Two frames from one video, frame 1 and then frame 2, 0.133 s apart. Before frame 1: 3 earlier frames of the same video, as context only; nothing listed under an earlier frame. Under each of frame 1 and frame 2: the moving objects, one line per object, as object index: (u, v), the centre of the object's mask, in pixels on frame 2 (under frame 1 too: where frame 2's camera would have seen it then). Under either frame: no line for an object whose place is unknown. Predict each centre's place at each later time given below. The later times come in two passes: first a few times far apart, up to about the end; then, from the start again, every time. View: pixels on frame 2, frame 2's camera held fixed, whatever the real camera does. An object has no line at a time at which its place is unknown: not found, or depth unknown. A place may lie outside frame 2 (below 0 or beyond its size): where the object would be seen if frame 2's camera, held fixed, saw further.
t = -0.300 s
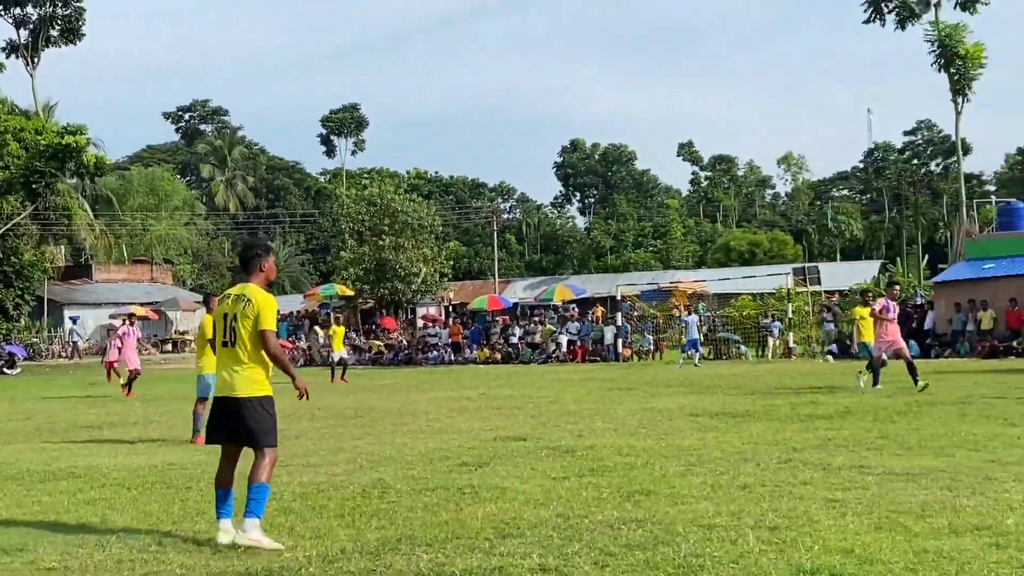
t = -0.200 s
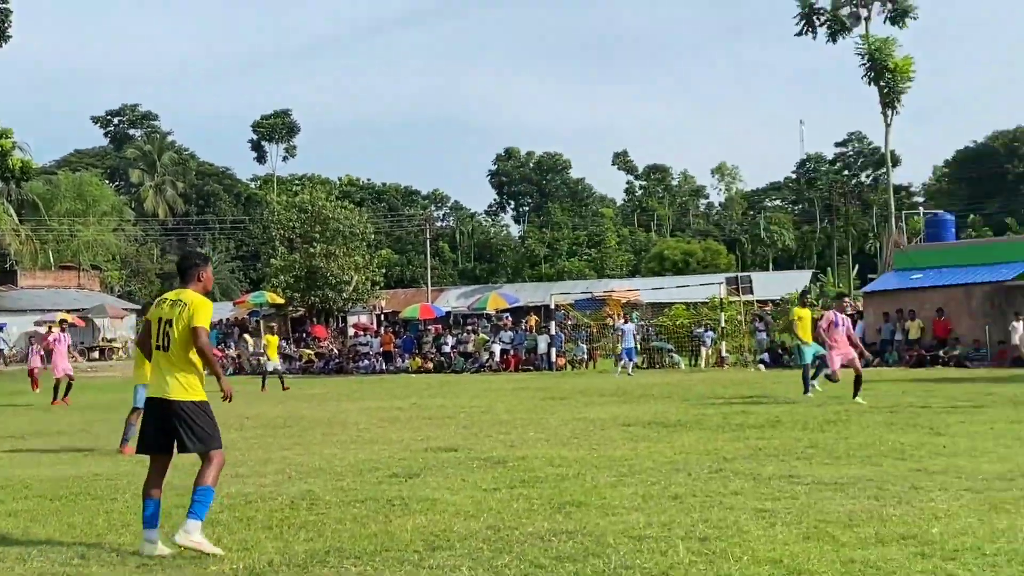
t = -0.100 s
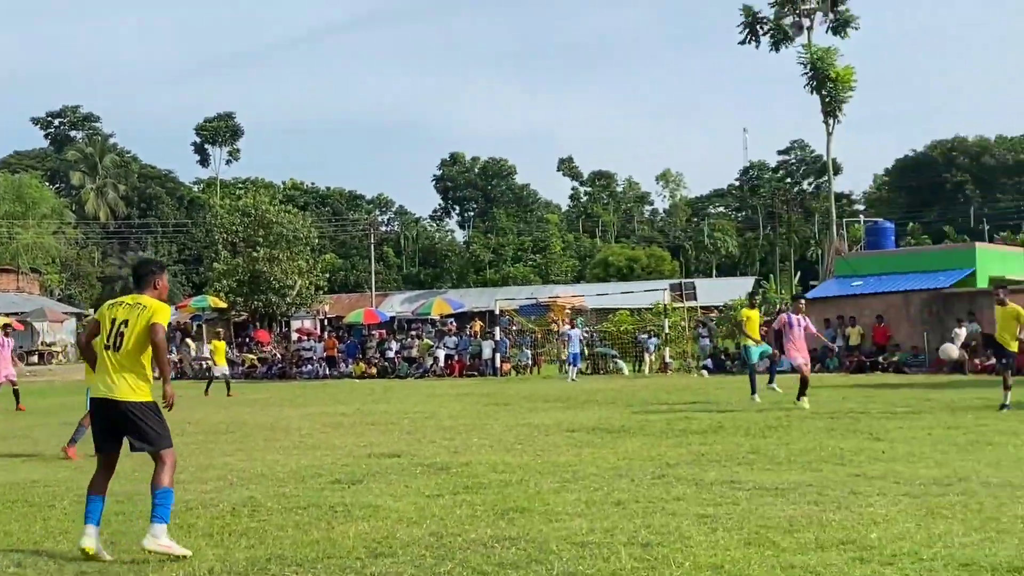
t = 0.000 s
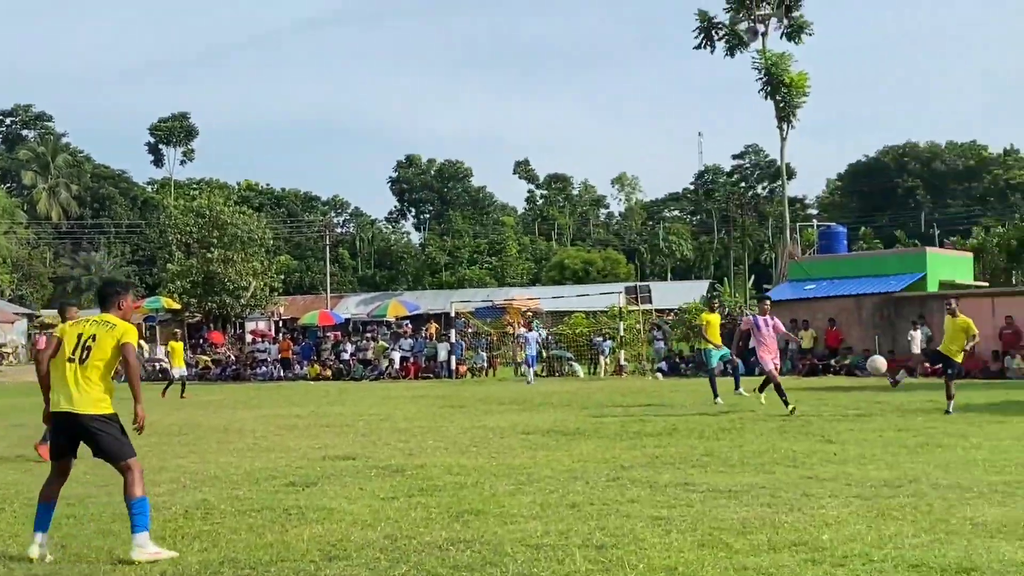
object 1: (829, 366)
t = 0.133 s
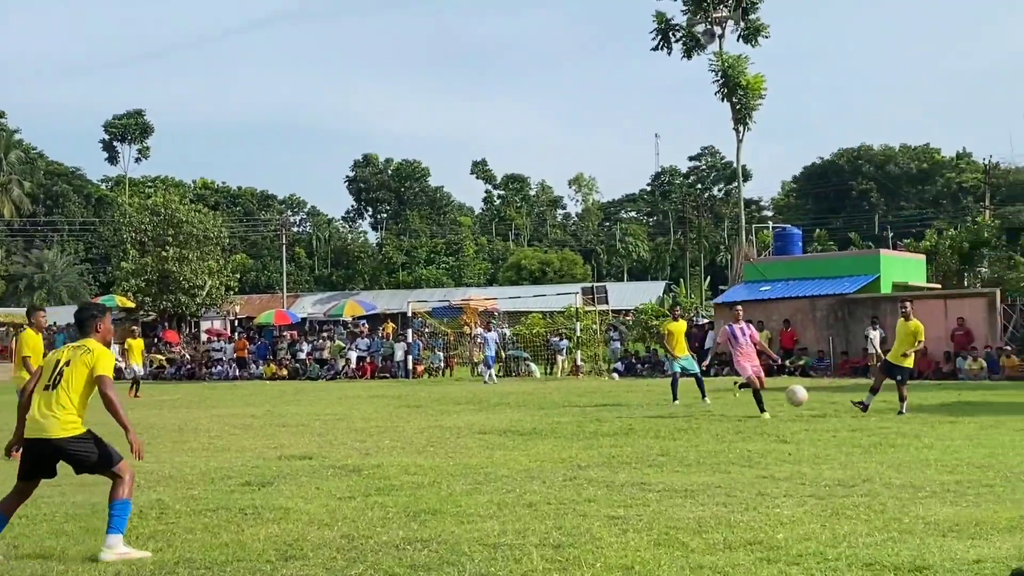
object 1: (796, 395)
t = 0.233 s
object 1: (766, 435)
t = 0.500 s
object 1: (687, 428)
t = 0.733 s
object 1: (597, 492)
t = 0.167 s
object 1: (787, 407)
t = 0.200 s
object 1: (777, 420)
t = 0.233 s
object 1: (766, 435)
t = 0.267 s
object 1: (755, 442)
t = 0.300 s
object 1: (747, 437)
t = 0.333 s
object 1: (737, 431)
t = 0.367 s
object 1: (728, 428)
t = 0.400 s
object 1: (718, 426)
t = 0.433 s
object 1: (708, 425)
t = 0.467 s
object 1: (698, 425)
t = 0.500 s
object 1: (687, 428)
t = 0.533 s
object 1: (675, 432)
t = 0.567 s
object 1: (664, 437)
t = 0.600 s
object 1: (651, 445)
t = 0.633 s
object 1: (639, 455)
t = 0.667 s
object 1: (625, 466)
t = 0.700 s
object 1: (611, 481)
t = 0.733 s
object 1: (597, 492)
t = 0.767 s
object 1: (583, 484)
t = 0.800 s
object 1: (568, 477)
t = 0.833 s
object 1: (554, 473)
